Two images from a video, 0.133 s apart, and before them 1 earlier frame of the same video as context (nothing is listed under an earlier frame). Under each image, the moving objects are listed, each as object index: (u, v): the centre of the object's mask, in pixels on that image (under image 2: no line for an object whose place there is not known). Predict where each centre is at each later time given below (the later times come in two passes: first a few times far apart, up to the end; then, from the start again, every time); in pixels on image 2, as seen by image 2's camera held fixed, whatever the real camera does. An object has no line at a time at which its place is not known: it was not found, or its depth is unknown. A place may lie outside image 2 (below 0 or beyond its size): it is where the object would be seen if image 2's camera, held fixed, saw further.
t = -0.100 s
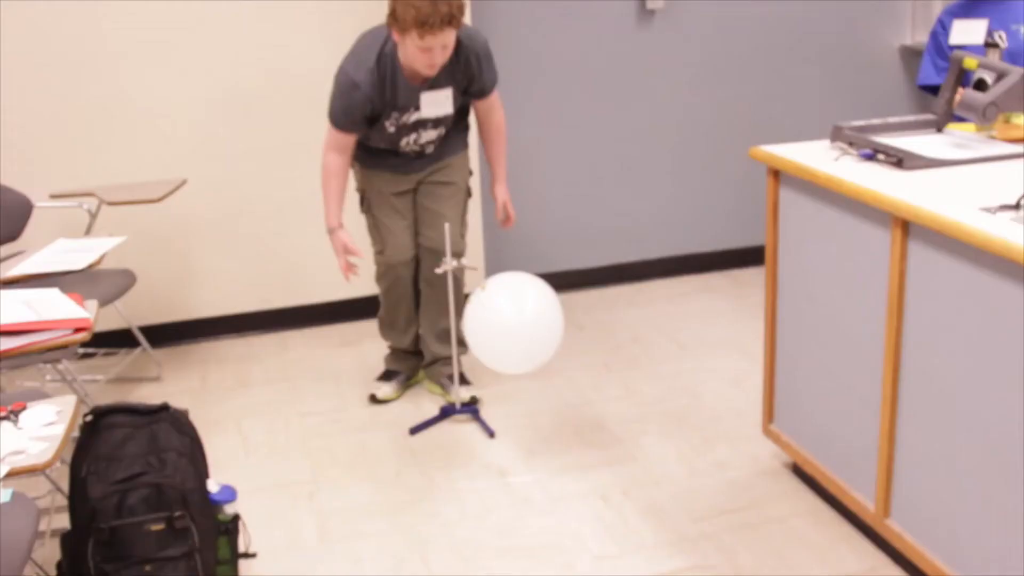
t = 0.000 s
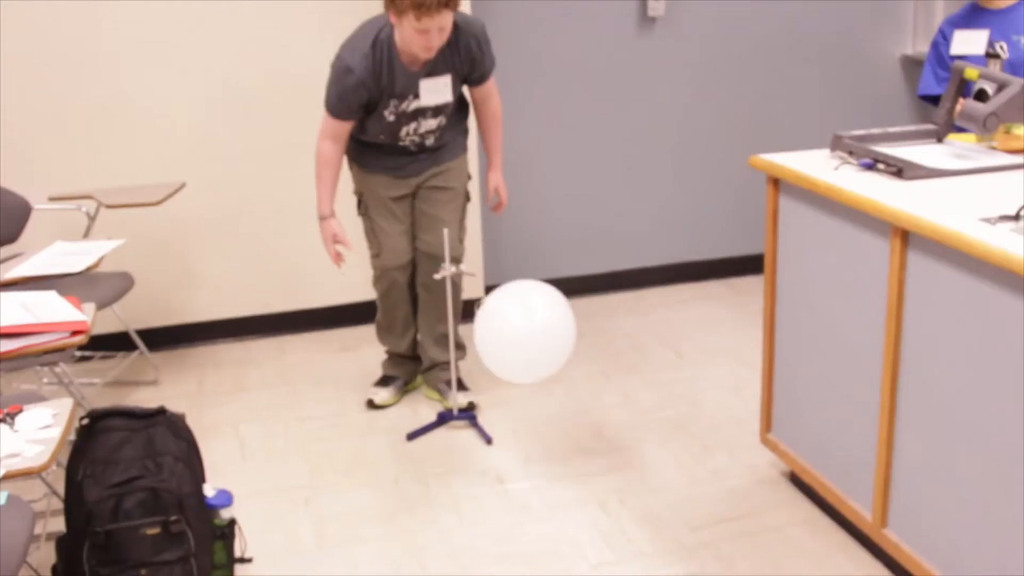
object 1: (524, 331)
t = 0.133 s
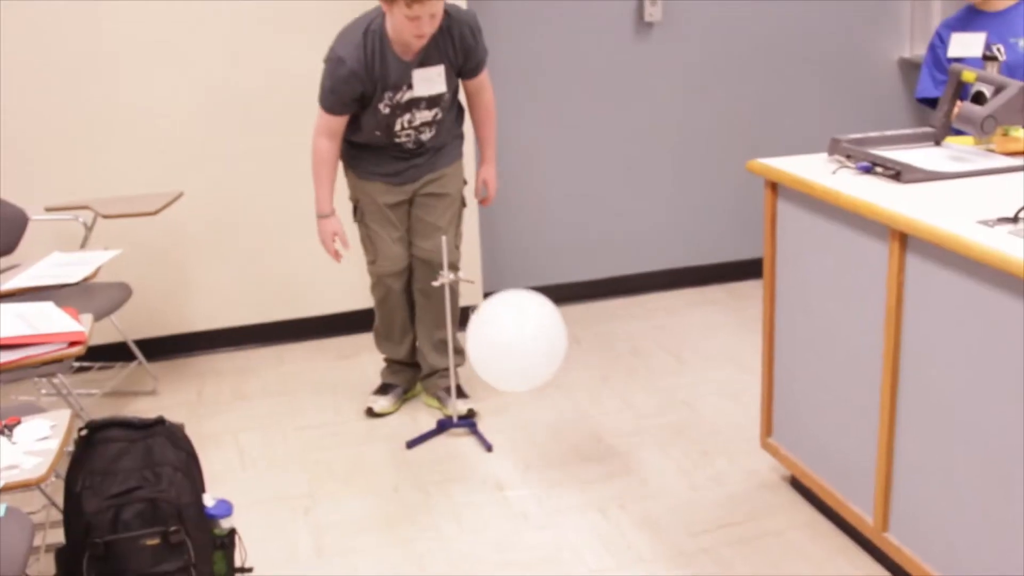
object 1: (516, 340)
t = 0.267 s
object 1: (502, 354)
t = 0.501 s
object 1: (433, 341)
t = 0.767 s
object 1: (485, 270)
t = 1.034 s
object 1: (475, 377)
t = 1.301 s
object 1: (506, 283)
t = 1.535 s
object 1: (473, 379)
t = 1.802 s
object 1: (537, 305)
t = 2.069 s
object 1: (475, 287)
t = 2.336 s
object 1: (447, 316)
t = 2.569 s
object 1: (449, 354)
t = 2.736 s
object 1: (544, 346)
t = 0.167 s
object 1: (517, 345)
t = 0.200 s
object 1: (516, 350)
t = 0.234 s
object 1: (510, 352)
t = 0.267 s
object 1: (502, 354)
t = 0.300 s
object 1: (493, 357)
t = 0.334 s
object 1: (484, 363)
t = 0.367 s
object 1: (474, 367)
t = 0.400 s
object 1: (463, 365)
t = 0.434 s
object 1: (452, 359)
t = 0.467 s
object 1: (441, 350)
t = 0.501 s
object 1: (433, 341)
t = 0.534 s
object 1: (427, 331)
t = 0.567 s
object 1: (424, 320)
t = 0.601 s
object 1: (426, 308)
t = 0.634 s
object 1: (434, 298)
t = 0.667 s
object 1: (445, 288)
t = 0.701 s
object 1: (456, 280)
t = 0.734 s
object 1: (470, 274)
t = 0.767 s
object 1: (485, 270)
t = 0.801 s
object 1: (504, 273)
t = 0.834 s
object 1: (518, 284)
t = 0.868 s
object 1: (532, 300)
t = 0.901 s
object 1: (541, 321)
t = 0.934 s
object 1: (537, 344)
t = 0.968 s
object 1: (520, 366)
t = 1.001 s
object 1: (498, 377)
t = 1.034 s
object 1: (475, 377)
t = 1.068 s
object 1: (454, 370)
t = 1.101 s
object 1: (441, 355)
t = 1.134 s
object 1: (434, 338)
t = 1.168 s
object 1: (435, 319)
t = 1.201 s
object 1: (445, 302)
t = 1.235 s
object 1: (462, 290)
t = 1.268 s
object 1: (483, 284)
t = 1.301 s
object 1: (506, 283)
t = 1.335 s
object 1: (524, 289)
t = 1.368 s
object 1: (537, 302)
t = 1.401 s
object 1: (543, 323)
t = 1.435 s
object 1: (539, 348)
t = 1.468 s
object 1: (524, 368)
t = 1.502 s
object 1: (502, 380)
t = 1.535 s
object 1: (473, 379)
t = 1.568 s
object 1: (452, 371)
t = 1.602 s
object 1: (440, 351)
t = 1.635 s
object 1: (440, 329)
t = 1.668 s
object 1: (451, 306)
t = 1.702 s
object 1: (470, 289)
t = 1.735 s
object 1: (496, 281)
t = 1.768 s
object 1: (520, 287)
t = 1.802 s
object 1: (537, 305)
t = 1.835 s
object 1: (543, 332)
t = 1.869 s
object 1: (531, 363)
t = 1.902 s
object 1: (502, 381)
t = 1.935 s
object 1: (467, 378)
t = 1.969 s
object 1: (446, 362)
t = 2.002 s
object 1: (439, 336)
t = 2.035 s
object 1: (450, 307)
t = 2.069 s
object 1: (475, 287)
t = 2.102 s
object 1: (508, 284)
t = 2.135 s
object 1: (533, 300)
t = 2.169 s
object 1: (541, 331)
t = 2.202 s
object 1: (527, 365)
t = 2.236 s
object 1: (495, 382)
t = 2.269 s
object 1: (460, 372)
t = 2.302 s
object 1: (444, 348)
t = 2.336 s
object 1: (447, 316)
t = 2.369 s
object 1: (470, 291)
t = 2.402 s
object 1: (508, 287)
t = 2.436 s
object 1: (532, 304)
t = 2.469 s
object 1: (537, 340)
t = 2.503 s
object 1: (512, 371)
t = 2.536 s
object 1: (473, 377)
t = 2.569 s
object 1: (449, 354)
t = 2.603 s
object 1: (449, 323)
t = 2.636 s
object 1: (474, 295)
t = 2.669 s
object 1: (511, 293)
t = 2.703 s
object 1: (540, 310)
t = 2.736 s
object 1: (544, 346)
